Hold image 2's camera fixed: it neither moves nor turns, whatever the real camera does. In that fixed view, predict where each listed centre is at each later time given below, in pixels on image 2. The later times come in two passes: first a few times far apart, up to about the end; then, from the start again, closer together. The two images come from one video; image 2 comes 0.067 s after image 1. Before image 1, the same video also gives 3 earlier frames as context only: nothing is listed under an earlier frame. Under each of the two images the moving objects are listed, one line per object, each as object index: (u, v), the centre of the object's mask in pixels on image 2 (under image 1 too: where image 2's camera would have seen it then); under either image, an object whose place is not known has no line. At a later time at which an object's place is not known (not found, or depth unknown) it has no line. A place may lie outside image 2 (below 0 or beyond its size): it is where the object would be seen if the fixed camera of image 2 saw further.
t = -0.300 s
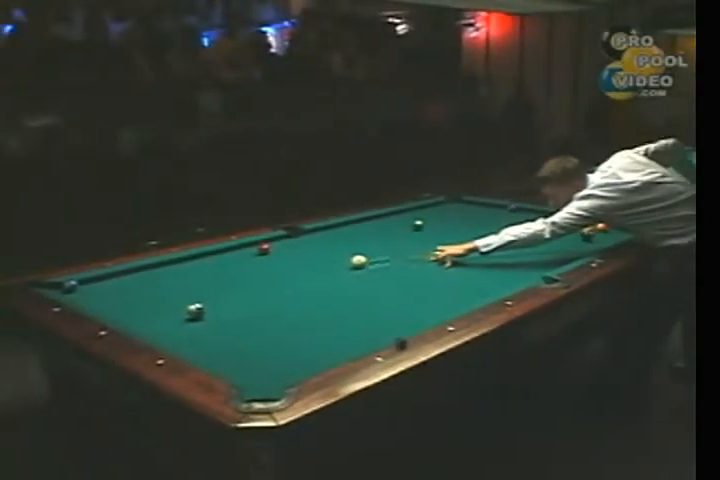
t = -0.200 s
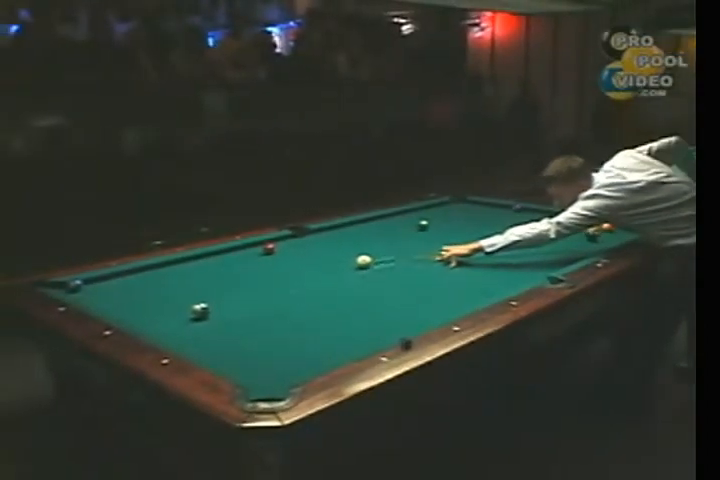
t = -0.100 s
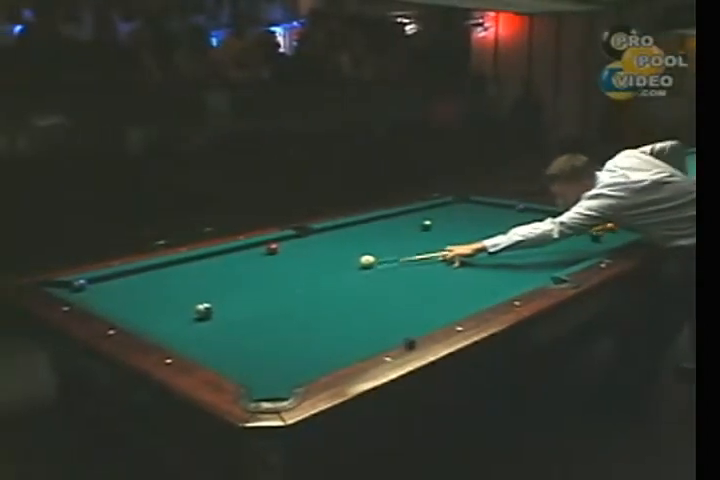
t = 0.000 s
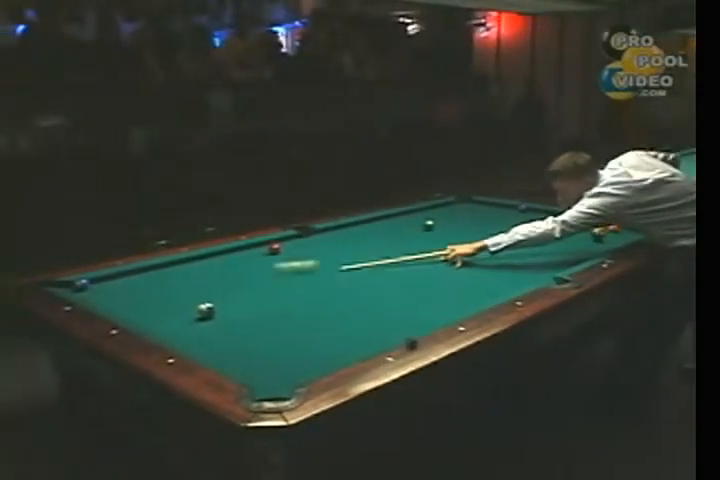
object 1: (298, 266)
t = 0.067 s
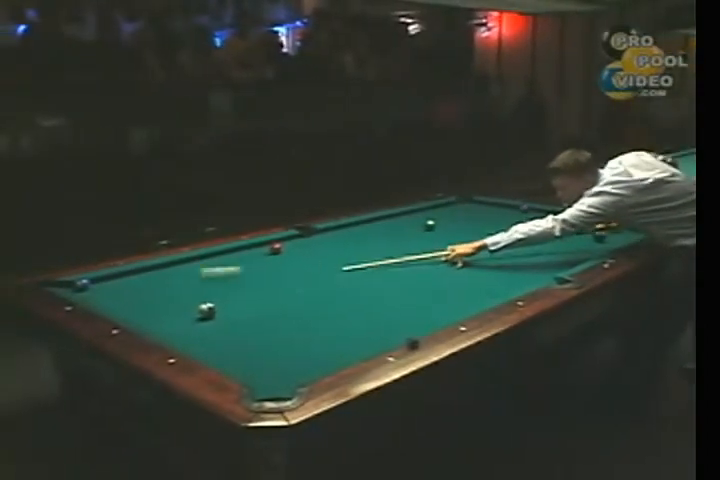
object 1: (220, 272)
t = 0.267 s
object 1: (104, 279)
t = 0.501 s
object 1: (152, 275)
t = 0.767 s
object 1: (203, 271)
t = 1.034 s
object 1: (250, 268)
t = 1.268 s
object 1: (290, 265)
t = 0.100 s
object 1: (181, 274)
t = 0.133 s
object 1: (143, 278)
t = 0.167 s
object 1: (110, 279)
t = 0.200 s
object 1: (98, 280)
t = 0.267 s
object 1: (104, 279)
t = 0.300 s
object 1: (112, 278)
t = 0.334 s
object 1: (118, 278)
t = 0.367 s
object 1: (125, 277)
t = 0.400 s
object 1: (132, 277)
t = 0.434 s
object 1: (139, 276)
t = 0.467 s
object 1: (146, 275)
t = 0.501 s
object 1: (152, 275)
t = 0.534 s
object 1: (159, 275)
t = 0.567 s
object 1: (165, 274)
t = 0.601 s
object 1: (171, 274)
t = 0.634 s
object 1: (178, 273)
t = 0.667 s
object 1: (184, 273)
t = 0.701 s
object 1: (191, 272)
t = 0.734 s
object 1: (197, 271)
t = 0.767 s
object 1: (203, 271)
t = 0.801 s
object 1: (209, 271)
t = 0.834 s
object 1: (215, 270)
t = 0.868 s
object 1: (221, 270)
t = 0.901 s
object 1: (227, 269)
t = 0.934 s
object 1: (233, 269)
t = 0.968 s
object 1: (238, 269)
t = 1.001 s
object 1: (244, 268)
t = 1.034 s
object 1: (250, 268)
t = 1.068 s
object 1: (256, 267)
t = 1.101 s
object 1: (261, 267)
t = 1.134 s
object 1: (267, 266)
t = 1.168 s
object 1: (272, 266)
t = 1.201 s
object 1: (278, 265)
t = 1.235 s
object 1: (284, 265)
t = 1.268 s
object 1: (290, 265)
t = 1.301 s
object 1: (295, 264)
